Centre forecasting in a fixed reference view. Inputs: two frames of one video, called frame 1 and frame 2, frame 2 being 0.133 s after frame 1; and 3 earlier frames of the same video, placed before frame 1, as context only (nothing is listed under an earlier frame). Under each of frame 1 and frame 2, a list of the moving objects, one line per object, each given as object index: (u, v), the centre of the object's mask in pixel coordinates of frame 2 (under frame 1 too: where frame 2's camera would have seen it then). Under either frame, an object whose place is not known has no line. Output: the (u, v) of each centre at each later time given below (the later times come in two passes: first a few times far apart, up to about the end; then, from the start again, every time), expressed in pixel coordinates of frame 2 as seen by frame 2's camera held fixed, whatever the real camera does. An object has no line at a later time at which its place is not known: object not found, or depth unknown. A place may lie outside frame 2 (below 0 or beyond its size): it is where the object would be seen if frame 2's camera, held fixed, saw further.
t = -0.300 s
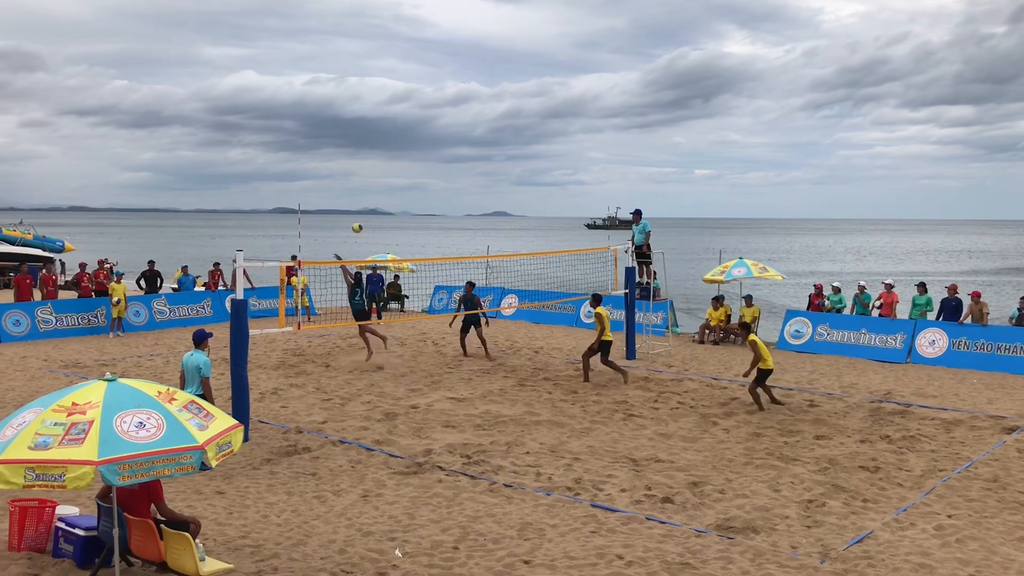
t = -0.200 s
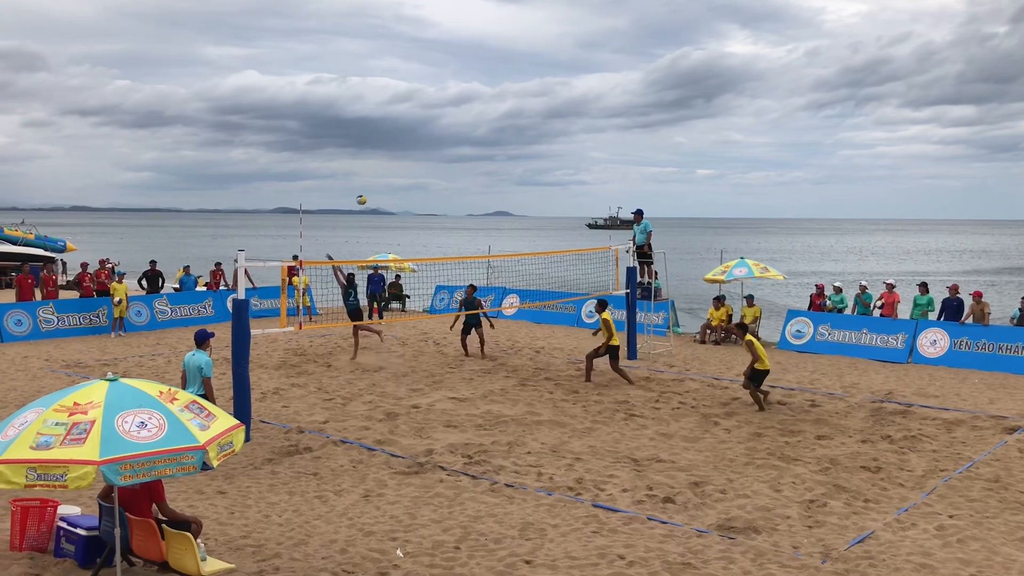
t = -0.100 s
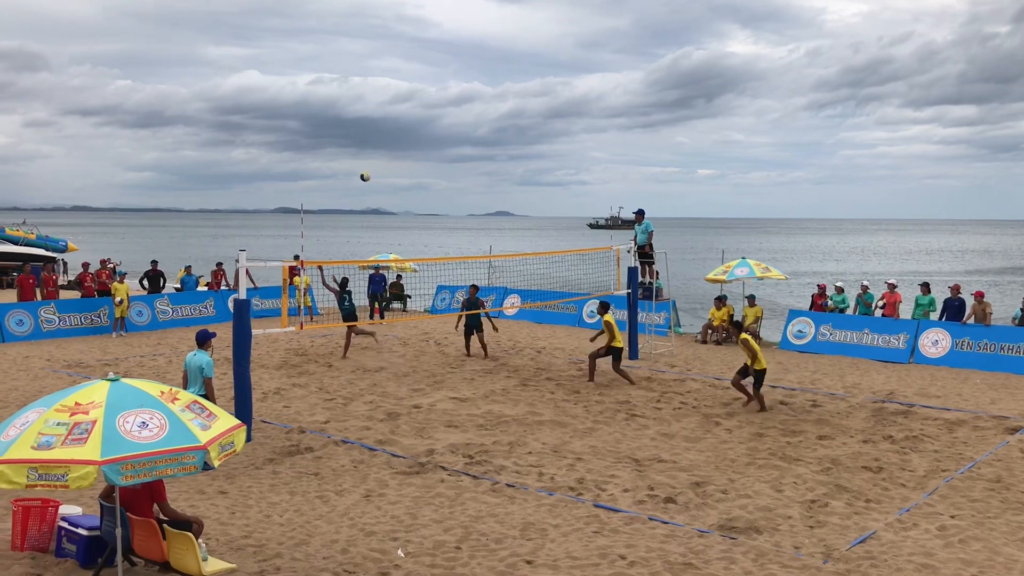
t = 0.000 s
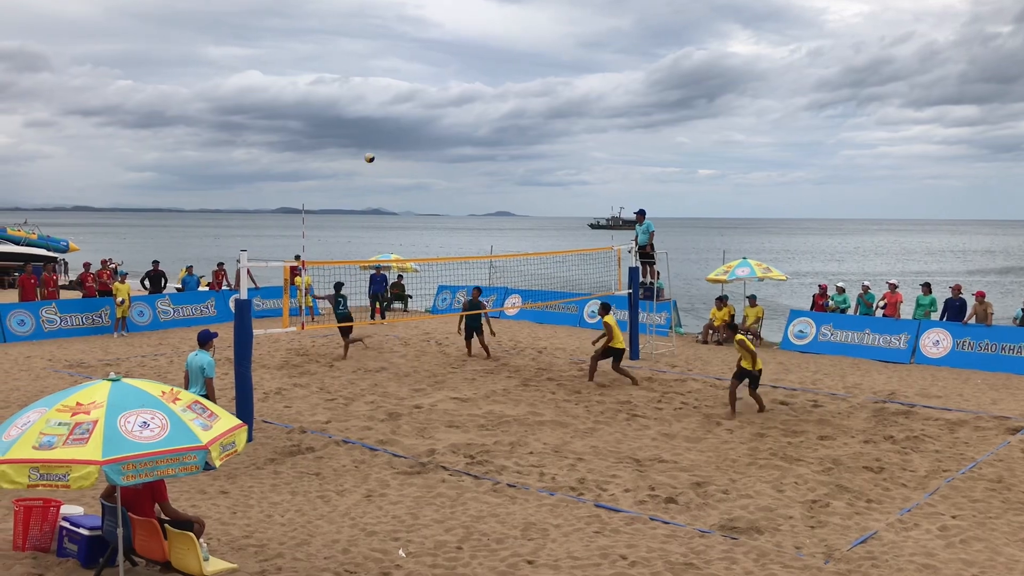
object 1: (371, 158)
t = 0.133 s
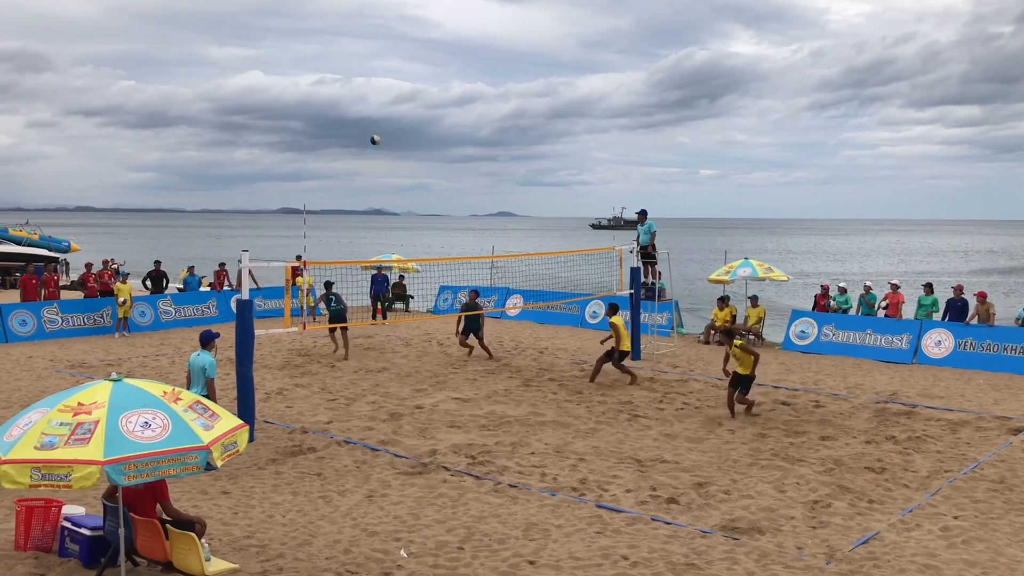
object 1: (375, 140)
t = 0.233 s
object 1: (378, 132)
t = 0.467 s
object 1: (387, 132)
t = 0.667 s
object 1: (395, 153)
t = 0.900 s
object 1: (404, 202)
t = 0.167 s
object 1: (376, 137)
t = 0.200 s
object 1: (377, 134)
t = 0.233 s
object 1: (378, 132)
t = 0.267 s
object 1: (380, 130)
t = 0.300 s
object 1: (381, 129)
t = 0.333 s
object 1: (382, 129)
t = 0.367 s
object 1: (383, 129)
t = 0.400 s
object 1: (385, 129)
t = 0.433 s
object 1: (386, 130)
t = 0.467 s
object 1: (387, 132)
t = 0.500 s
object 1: (388, 134)
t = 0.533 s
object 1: (390, 137)
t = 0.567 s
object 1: (391, 140)
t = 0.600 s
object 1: (392, 144)
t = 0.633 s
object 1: (394, 148)
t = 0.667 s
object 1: (395, 153)
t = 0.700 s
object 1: (396, 159)
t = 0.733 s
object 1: (397, 164)
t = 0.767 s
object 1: (398, 171)
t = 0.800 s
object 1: (400, 177)
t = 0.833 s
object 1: (401, 185)
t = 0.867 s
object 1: (403, 193)
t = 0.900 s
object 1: (404, 202)
